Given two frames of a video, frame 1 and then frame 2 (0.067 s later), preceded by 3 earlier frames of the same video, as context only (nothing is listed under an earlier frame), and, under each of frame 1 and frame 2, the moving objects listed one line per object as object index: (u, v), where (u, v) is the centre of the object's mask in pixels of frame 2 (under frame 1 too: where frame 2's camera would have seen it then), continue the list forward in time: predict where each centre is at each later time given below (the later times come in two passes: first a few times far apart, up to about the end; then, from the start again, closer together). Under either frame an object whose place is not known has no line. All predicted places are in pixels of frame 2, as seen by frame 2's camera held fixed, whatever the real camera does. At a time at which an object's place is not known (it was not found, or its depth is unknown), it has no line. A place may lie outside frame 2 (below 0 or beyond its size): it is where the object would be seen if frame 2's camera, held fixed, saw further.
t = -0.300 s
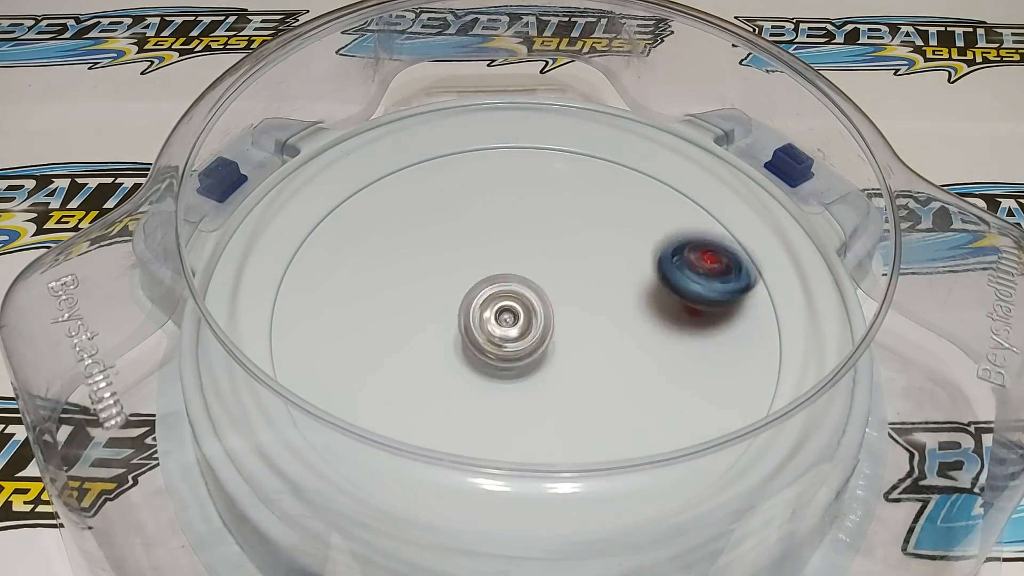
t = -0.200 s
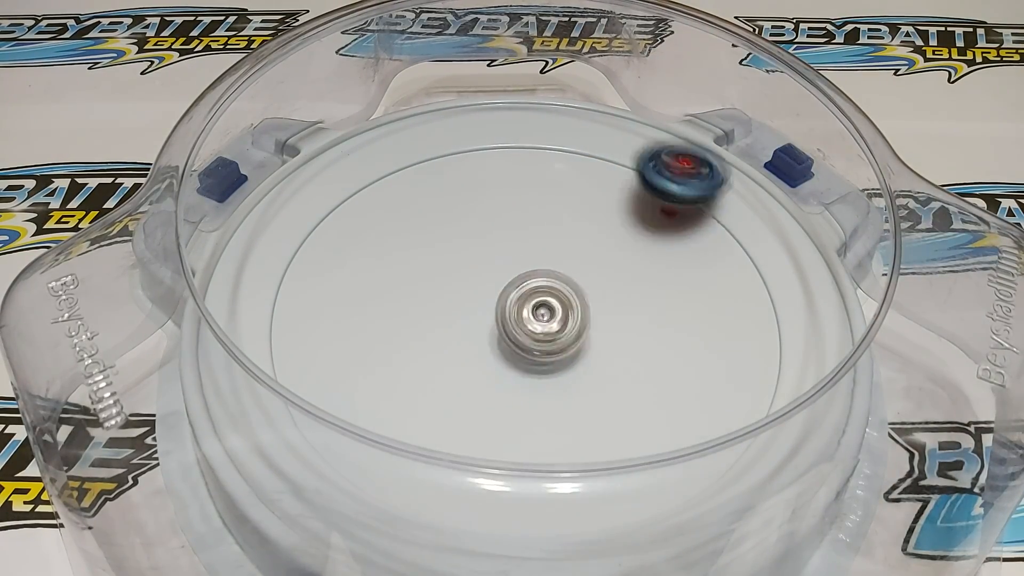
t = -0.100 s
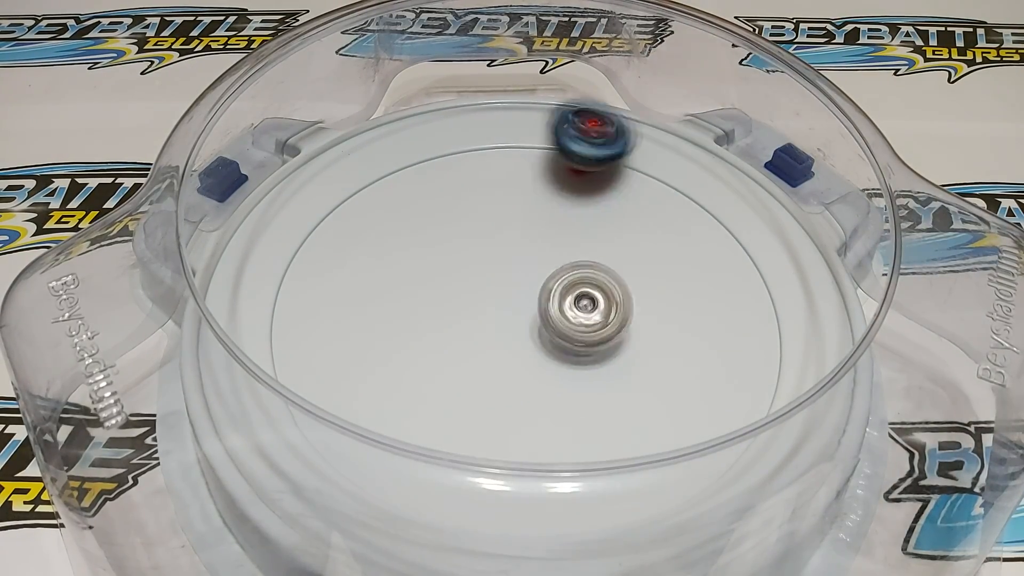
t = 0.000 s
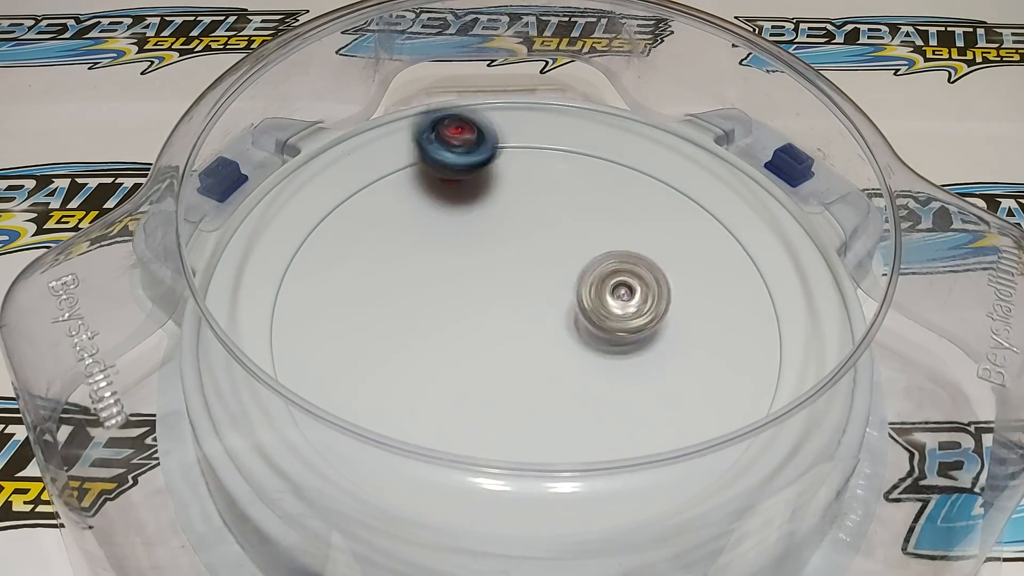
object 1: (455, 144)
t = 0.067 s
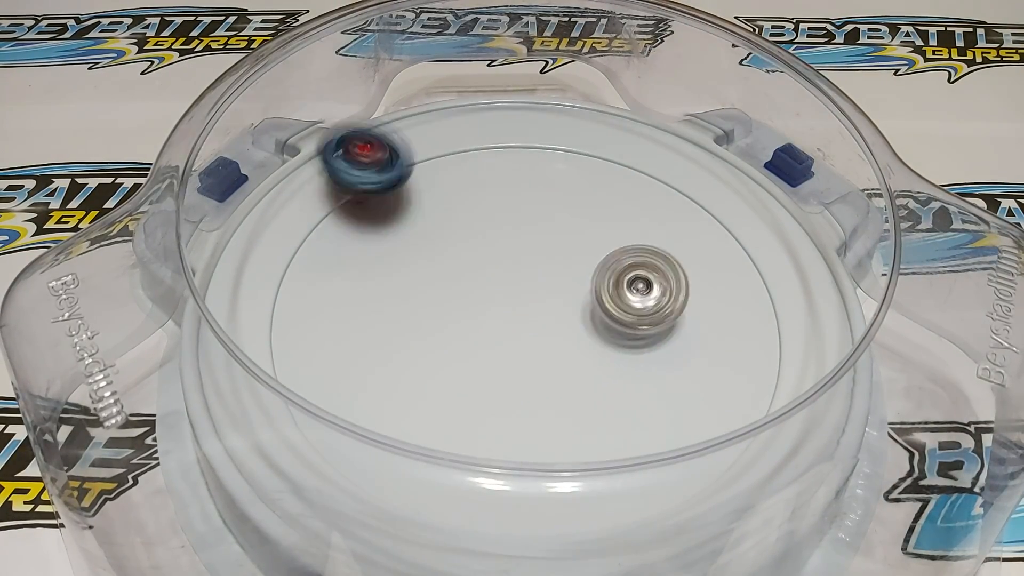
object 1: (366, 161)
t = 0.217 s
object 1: (301, 345)
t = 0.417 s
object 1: (686, 472)
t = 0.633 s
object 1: (658, 151)
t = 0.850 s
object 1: (288, 286)
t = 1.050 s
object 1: (716, 444)
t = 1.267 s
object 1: (562, 99)
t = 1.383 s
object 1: (445, 69)
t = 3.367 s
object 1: (445, 139)
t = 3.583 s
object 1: (433, 84)
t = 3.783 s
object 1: (434, 82)
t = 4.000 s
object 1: (434, 82)
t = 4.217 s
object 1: (434, 82)
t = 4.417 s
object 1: (434, 82)
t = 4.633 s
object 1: (434, 82)
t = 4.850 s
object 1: (434, 82)
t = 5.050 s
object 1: (434, 82)
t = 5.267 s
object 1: (434, 82)
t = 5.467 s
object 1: (434, 82)
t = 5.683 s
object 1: (434, 82)
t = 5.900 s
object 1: (434, 82)
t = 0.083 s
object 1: (348, 176)
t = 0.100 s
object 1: (334, 194)
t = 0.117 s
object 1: (319, 211)
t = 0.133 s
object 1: (305, 230)
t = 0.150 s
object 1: (294, 249)
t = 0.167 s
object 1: (285, 273)
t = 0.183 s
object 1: (286, 299)
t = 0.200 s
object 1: (291, 324)
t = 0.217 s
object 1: (301, 345)
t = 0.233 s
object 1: (314, 370)
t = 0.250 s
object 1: (325, 402)
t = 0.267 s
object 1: (346, 426)
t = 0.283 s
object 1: (372, 447)
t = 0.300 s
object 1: (404, 467)
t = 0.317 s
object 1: (443, 482)
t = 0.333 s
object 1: (484, 492)
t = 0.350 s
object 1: (527, 496)
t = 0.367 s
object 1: (567, 499)
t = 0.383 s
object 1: (611, 496)
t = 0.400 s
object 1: (650, 486)
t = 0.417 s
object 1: (686, 472)
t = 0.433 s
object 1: (716, 444)
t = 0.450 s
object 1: (742, 423)
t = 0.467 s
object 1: (762, 397)
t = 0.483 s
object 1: (776, 370)
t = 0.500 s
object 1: (784, 343)
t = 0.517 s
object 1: (788, 313)
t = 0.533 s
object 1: (785, 284)
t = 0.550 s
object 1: (771, 258)
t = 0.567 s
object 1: (758, 231)
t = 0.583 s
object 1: (740, 207)
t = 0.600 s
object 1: (718, 184)
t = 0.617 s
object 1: (688, 168)
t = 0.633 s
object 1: (658, 151)
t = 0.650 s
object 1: (628, 137)
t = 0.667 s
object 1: (593, 131)
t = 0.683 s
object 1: (560, 125)
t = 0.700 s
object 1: (522, 126)
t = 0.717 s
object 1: (487, 126)
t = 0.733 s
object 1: (454, 131)
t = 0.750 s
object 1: (419, 144)
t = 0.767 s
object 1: (385, 156)
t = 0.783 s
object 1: (361, 175)
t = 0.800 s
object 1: (335, 200)
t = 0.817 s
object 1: (311, 224)
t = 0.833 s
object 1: (295, 254)
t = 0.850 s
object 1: (288, 286)
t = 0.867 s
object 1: (287, 322)
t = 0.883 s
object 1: (299, 349)
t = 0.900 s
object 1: (314, 391)
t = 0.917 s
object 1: (342, 425)
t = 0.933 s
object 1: (376, 454)
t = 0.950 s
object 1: (420, 477)
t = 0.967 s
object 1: (472, 493)
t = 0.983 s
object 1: (527, 501)
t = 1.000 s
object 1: (583, 499)
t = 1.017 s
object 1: (635, 492)
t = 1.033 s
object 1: (678, 473)
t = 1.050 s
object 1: (716, 444)
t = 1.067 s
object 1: (748, 416)
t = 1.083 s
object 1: (768, 379)
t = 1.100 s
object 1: (779, 345)
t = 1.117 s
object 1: (780, 311)
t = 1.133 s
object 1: (773, 276)
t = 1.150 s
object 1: (760, 246)
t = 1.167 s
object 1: (737, 218)
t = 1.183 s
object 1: (715, 192)
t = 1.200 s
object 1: (684, 170)
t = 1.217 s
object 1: (651, 149)
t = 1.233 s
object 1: (622, 132)
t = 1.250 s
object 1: (590, 114)
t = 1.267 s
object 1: (562, 99)
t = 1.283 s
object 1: (533, 84)
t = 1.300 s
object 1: (504, 71)
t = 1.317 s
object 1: (476, 64)
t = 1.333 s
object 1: (451, 59)
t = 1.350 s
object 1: (423, 59)
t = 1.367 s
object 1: (433, 72)
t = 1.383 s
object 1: (445, 69)
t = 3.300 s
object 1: (460, 208)
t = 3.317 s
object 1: (456, 189)
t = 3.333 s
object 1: (450, 170)
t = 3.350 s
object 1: (447, 153)
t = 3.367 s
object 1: (445, 139)
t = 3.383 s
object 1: (442, 117)
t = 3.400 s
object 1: (443, 102)
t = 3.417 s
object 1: (442, 91)
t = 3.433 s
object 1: (442, 87)
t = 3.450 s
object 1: (443, 83)
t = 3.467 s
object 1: (443, 72)
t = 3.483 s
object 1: (443, 66)
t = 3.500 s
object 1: (443, 64)
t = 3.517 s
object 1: (443, 65)
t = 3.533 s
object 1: (442, 57)
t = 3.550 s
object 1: (442, 63)
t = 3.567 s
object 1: (438, 80)
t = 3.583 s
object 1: (433, 84)
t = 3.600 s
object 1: (436, 83)
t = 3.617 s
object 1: (435, 79)
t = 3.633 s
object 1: (437, 79)
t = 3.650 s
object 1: (438, 80)
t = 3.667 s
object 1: (437, 81)
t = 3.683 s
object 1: (435, 82)
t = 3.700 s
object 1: (434, 82)
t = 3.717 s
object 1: (434, 82)
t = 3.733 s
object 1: (434, 82)
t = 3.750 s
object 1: (434, 82)
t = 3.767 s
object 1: (434, 82)
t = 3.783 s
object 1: (434, 82)
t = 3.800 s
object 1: (434, 82)
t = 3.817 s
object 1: (434, 82)
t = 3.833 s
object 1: (434, 82)
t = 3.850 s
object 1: (434, 82)
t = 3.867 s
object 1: (434, 82)
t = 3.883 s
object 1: (434, 82)
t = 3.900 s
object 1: (434, 82)
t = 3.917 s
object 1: (434, 82)
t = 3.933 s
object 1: (434, 82)
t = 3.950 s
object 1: (434, 82)
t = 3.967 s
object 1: (434, 82)
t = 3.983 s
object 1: (434, 82)
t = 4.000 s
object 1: (434, 82)
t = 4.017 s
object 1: (434, 82)
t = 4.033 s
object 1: (434, 82)
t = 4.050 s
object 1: (434, 82)
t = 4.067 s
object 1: (434, 82)
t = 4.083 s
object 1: (434, 82)
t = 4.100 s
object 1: (434, 82)
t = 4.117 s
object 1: (434, 82)
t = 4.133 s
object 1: (434, 82)
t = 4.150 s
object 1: (434, 82)
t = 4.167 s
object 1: (434, 82)
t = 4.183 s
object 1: (434, 82)
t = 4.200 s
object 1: (434, 82)
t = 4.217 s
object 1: (434, 82)
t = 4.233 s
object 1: (434, 82)
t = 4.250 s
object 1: (434, 82)
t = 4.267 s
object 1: (434, 82)
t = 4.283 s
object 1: (434, 82)
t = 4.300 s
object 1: (434, 82)
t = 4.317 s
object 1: (434, 82)
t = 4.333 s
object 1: (434, 82)
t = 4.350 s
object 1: (434, 82)
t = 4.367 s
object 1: (434, 82)
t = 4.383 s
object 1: (434, 82)
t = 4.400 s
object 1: (434, 82)
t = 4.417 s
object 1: (434, 82)
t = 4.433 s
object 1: (434, 82)
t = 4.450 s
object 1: (434, 82)
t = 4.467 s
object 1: (434, 82)
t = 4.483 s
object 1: (434, 82)
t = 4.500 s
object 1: (434, 82)
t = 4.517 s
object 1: (434, 82)
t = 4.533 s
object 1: (434, 82)
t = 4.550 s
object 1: (434, 82)
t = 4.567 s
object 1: (434, 82)
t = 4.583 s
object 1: (434, 82)
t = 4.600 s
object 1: (434, 82)
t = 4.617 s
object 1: (434, 82)
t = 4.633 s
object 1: (434, 82)
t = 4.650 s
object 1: (434, 82)
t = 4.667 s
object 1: (434, 82)
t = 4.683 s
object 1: (434, 82)
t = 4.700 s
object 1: (434, 82)
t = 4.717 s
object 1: (434, 82)
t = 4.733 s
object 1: (434, 82)
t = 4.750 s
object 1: (434, 82)
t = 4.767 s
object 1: (434, 82)
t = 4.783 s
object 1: (434, 82)
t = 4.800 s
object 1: (434, 82)
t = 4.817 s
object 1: (434, 82)
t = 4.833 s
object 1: (434, 82)
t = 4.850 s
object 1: (434, 82)
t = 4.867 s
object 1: (434, 82)
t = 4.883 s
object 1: (434, 82)
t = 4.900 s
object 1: (434, 82)
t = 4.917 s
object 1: (434, 82)
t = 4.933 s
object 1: (434, 82)
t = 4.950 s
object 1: (434, 82)
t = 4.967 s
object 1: (434, 82)
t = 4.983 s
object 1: (434, 82)
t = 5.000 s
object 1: (434, 82)
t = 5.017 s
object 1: (434, 82)
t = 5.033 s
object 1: (434, 82)
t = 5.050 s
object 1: (434, 82)
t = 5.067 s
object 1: (434, 82)
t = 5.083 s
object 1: (434, 82)
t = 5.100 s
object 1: (434, 82)
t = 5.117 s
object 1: (434, 82)
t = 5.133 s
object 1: (434, 82)
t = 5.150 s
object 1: (434, 82)
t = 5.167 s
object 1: (434, 82)
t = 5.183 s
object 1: (434, 82)
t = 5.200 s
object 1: (434, 82)
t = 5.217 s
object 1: (434, 82)
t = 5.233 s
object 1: (434, 82)
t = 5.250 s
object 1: (434, 82)
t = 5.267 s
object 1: (434, 82)
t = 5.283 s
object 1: (434, 82)
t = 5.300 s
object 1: (434, 82)
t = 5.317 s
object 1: (434, 82)
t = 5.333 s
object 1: (434, 82)
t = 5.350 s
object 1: (434, 82)
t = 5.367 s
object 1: (434, 82)
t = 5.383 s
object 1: (434, 82)
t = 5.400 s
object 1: (434, 82)
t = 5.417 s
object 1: (434, 82)
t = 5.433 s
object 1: (434, 82)
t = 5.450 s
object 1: (434, 82)
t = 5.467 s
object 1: (434, 82)
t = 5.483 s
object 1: (434, 82)
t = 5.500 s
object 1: (434, 82)
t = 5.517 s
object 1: (434, 82)
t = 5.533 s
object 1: (434, 82)
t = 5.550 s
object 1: (434, 82)
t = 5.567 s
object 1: (434, 82)
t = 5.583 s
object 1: (434, 82)
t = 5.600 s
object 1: (434, 82)
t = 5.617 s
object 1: (434, 82)
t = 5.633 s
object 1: (434, 82)
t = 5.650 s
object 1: (434, 82)
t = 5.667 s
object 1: (434, 82)
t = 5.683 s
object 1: (434, 82)
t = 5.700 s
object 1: (434, 82)
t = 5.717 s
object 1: (434, 82)
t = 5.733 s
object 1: (434, 82)
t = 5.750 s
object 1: (434, 82)
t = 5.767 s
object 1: (434, 82)
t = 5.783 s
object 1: (434, 82)
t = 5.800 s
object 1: (434, 82)
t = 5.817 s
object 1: (434, 82)
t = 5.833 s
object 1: (434, 82)
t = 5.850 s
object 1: (434, 82)
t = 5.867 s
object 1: (434, 82)
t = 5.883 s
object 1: (434, 82)
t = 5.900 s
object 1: (434, 82)
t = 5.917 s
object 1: (434, 82)
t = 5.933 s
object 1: (434, 82)
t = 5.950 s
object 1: (434, 82)
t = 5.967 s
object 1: (434, 82)
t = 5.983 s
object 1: (434, 82)
